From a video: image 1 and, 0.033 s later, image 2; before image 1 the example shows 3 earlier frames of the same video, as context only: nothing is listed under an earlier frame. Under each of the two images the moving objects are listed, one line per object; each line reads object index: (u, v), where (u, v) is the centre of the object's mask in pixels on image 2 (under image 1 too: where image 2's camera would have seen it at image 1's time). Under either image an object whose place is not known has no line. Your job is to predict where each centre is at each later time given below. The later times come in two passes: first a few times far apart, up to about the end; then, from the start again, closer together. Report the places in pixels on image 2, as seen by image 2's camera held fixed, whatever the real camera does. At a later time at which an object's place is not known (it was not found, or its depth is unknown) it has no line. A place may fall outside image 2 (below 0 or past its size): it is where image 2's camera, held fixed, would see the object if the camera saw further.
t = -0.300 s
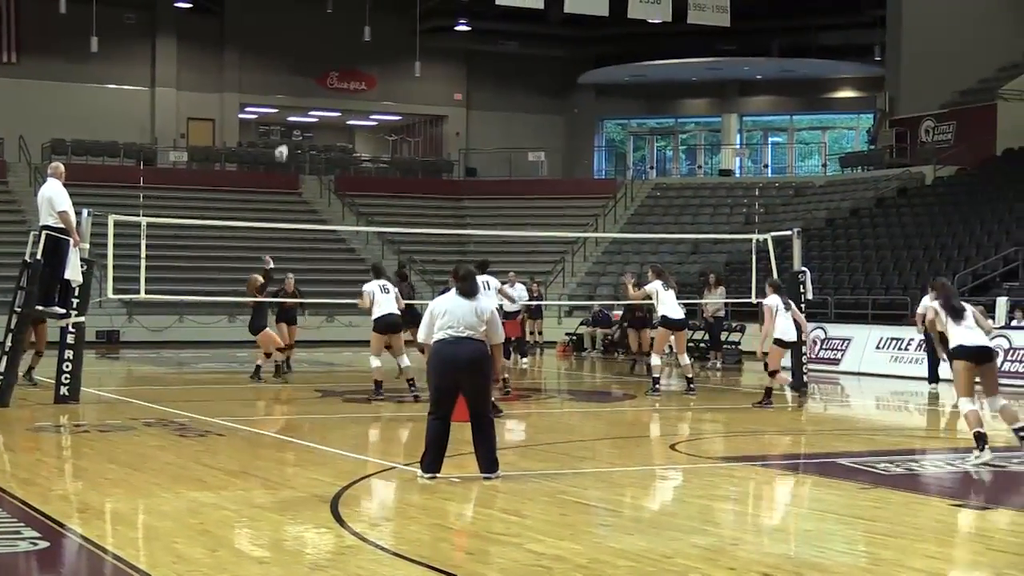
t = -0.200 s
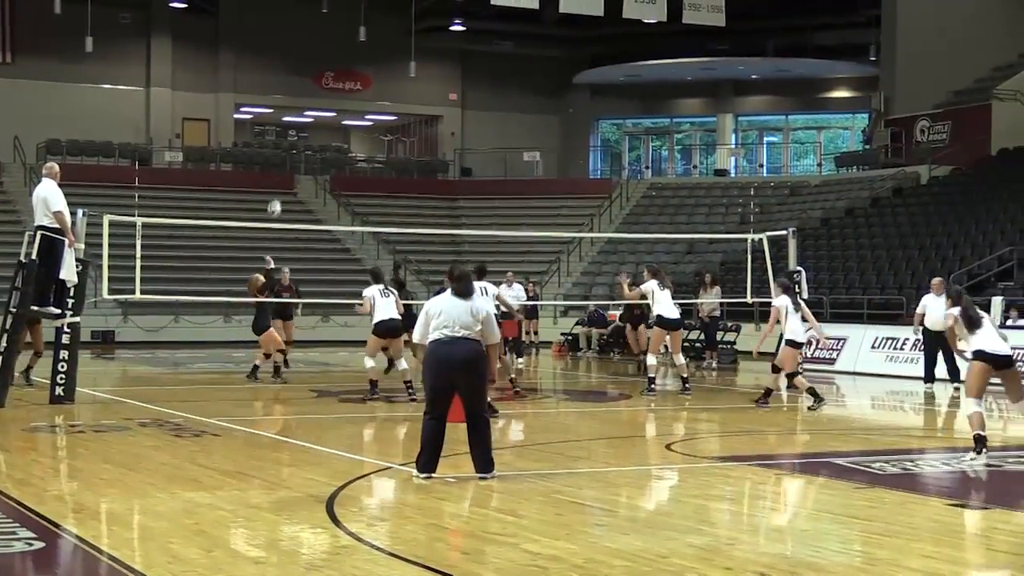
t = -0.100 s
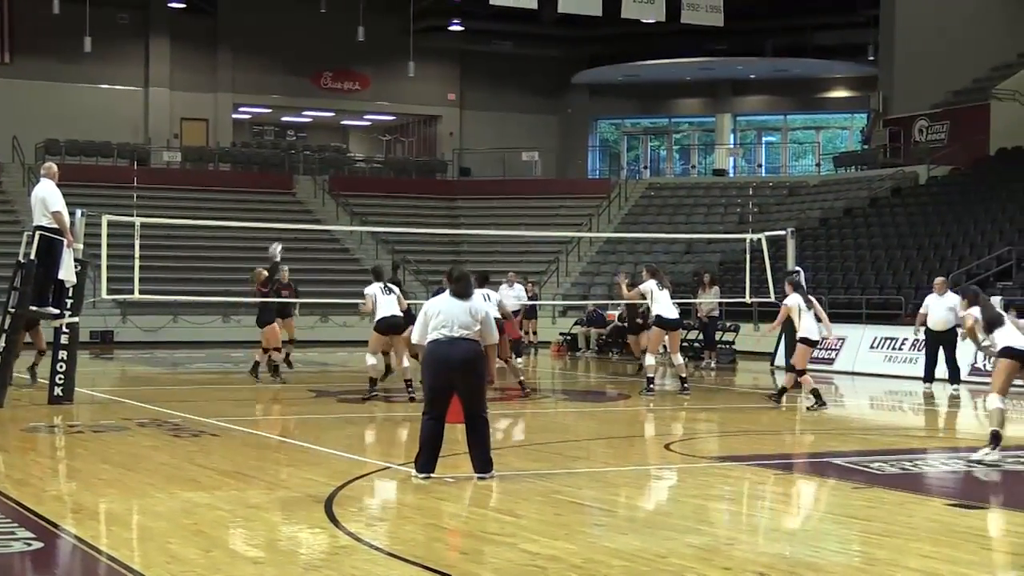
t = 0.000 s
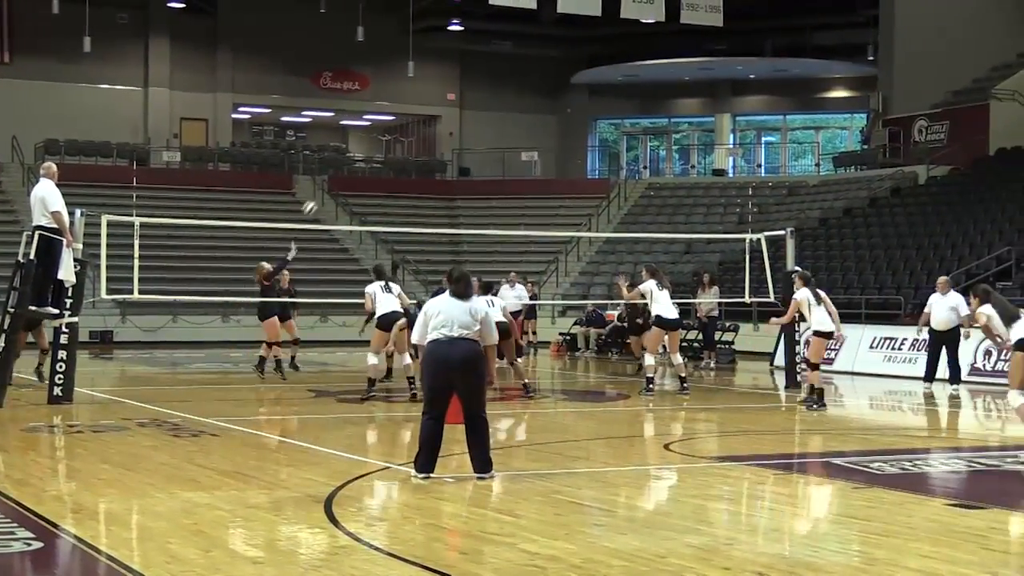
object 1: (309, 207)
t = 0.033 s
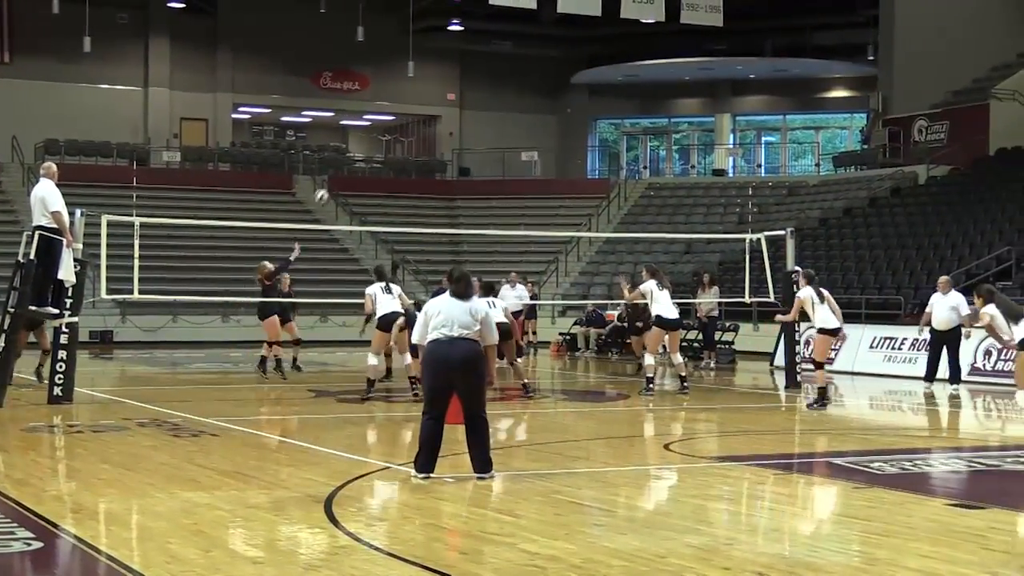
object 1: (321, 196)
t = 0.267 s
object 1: (397, 132)
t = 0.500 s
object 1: (468, 105)
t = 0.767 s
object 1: (543, 116)
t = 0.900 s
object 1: (579, 137)
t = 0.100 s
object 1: (343, 173)
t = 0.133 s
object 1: (355, 163)
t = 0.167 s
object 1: (366, 153)
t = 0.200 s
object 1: (377, 146)
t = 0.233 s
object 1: (387, 139)
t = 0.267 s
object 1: (397, 132)
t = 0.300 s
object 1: (407, 126)
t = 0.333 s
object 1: (419, 120)
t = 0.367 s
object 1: (429, 116)
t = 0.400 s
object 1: (439, 112)
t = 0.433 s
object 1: (449, 109)
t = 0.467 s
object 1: (458, 106)
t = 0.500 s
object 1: (468, 105)
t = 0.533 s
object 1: (478, 104)
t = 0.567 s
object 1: (488, 104)
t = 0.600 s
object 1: (497, 104)
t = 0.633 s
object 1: (506, 105)
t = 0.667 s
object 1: (516, 107)
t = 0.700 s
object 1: (525, 109)
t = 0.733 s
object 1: (534, 112)
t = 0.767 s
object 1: (543, 116)
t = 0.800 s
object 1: (552, 120)
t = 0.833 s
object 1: (561, 125)
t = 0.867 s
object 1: (570, 131)
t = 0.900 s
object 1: (579, 137)
